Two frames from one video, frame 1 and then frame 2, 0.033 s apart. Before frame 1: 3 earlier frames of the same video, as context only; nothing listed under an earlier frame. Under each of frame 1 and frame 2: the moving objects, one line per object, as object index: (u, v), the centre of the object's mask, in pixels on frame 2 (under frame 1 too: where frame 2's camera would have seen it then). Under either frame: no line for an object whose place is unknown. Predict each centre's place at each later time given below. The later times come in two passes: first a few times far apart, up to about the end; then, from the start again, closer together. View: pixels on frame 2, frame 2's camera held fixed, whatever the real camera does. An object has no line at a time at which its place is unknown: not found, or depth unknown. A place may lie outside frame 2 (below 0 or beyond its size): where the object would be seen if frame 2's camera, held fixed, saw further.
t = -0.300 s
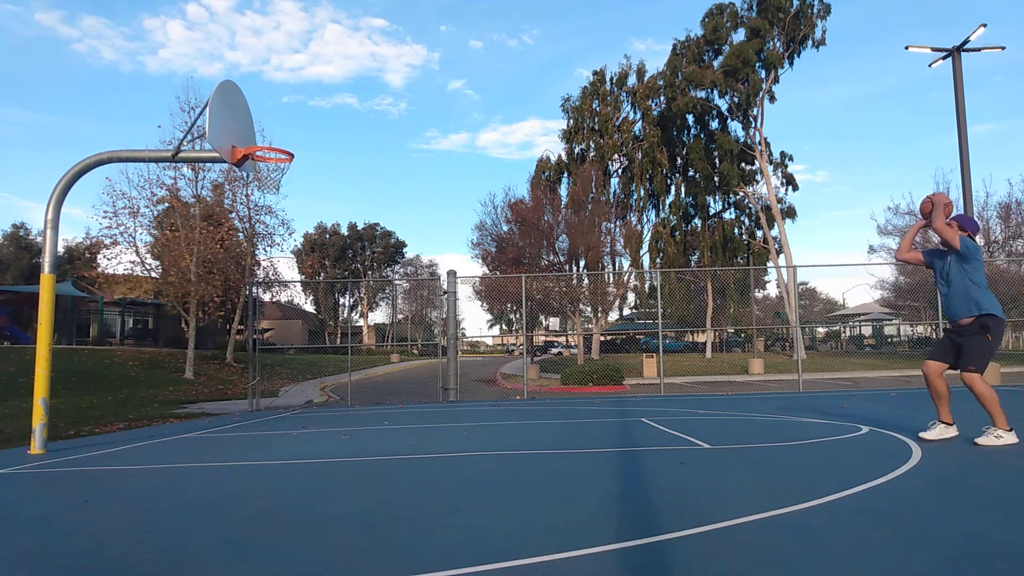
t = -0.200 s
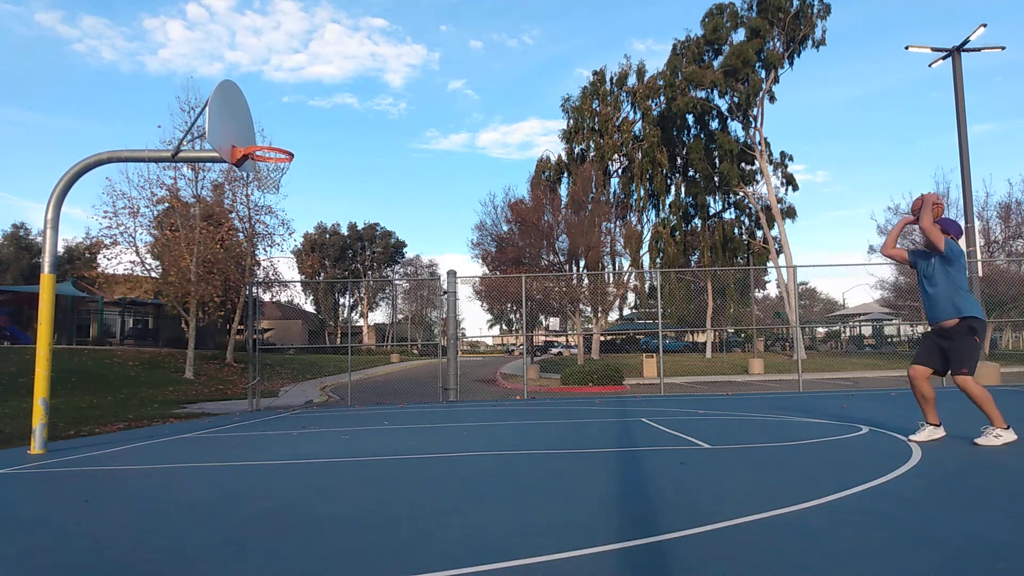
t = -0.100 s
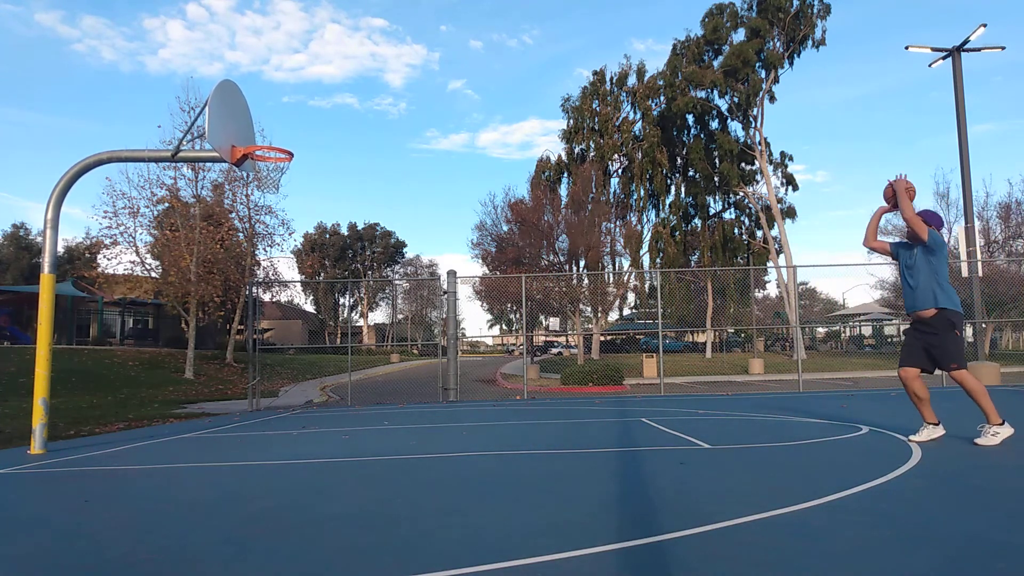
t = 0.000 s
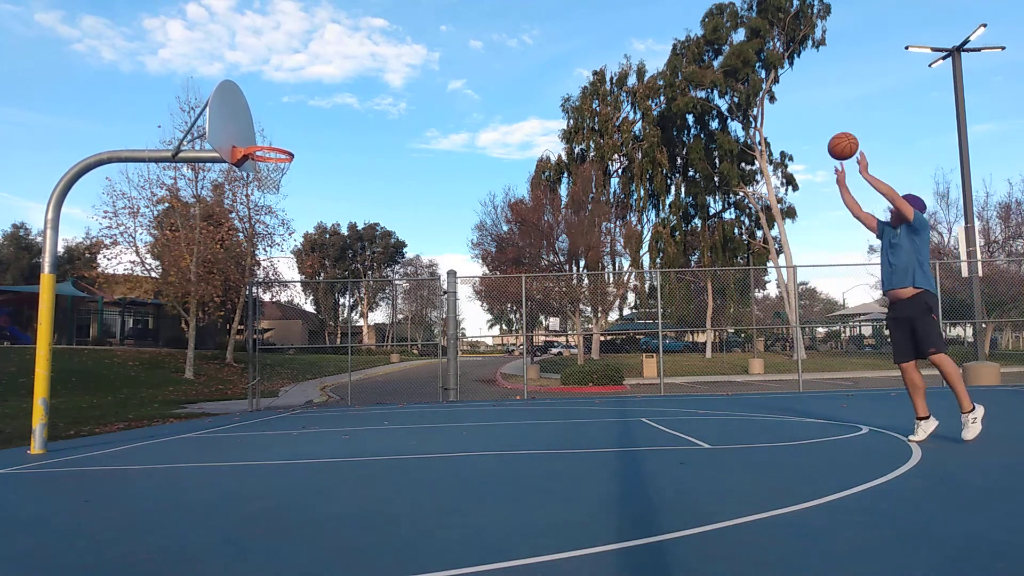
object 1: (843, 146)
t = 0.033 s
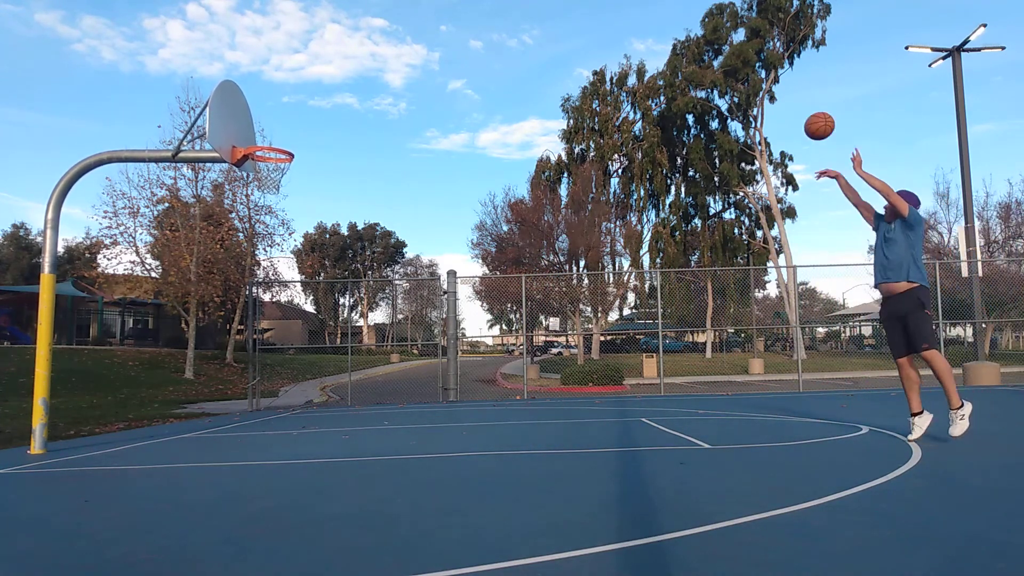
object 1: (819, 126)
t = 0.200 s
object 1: (710, 48)
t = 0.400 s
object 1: (596, 7)
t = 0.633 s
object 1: (481, 7)
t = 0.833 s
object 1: (392, 42)
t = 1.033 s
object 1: (310, 112)
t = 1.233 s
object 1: (252, 177)
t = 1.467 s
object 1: (229, 213)
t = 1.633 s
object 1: (212, 270)
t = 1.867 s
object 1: (184, 397)
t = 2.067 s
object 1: (176, 384)
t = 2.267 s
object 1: (177, 334)
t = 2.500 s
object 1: (176, 322)
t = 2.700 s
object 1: (174, 356)
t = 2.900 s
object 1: (170, 433)
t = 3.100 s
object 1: (170, 401)
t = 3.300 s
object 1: (170, 391)
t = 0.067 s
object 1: (796, 107)
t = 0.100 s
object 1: (774, 90)
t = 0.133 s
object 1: (752, 74)
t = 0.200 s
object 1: (710, 48)
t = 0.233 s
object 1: (689, 37)
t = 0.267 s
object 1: (670, 28)
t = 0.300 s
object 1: (651, 20)
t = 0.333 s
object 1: (633, 13)
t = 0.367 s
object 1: (614, 9)
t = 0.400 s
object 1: (596, 7)
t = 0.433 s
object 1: (579, 5)
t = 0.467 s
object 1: (562, 4)
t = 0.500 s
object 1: (545, 4)
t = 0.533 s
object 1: (529, 4)
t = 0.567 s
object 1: (513, 4)
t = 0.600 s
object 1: (497, 5)
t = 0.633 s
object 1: (481, 7)
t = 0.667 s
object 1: (465, 9)
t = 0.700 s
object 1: (450, 12)
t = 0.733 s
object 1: (435, 19)
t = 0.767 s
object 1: (421, 25)
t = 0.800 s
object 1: (406, 33)
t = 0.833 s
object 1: (392, 42)
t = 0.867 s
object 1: (378, 51)
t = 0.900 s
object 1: (364, 62)
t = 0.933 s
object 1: (350, 73)
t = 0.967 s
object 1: (337, 85)
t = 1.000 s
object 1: (324, 98)
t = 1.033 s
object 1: (310, 112)
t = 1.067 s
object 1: (297, 127)
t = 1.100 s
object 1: (285, 141)
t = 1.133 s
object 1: (272, 160)
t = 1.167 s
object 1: (260, 174)
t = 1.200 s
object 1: (255, 176)
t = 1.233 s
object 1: (252, 177)
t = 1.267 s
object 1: (249, 179)
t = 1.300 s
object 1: (246, 182)
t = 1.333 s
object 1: (242, 186)
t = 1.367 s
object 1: (240, 192)
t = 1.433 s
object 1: (233, 205)
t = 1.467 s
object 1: (229, 213)
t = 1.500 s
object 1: (226, 222)
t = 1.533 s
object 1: (222, 233)
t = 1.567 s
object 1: (219, 244)
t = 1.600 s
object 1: (215, 257)
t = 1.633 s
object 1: (212, 270)
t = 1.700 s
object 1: (204, 300)
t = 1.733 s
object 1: (200, 317)
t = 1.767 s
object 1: (195, 336)
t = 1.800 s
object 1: (192, 355)
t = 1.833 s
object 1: (187, 375)
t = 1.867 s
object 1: (184, 397)
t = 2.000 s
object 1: (176, 409)
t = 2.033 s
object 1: (177, 397)
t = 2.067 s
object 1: (176, 384)
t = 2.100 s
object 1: (177, 374)
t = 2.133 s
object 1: (177, 363)
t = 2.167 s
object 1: (177, 354)
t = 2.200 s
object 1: (178, 346)
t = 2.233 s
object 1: (177, 339)
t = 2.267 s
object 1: (177, 334)
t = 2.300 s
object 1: (177, 329)
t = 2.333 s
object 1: (178, 325)
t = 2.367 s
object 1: (177, 323)
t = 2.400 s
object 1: (177, 321)
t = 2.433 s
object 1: (177, 321)
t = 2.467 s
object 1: (177, 321)
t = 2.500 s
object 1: (176, 322)
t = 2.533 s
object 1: (176, 325)
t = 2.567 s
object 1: (175, 329)
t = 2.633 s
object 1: (175, 340)
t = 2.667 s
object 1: (174, 347)
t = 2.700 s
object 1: (174, 356)
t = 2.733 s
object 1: (173, 366)
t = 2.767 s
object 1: (173, 377)
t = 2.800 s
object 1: (172, 389)
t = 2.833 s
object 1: (172, 403)
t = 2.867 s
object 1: (171, 418)
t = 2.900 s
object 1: (170, 433)
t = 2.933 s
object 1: (170, 440)
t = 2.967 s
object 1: (170, 430)
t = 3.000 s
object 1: (170, 421)
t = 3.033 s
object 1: (170, 413)
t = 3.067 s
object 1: (170, 406)
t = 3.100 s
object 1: (170, 401)
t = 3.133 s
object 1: (169, 396)
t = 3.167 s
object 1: (169, 392)
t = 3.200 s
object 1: (170, 390)
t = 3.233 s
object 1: (170, 389)
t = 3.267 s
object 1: (169, 389)
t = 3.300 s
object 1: (170, 391)
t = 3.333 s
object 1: (169, 393)
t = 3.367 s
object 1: (169, 397)
